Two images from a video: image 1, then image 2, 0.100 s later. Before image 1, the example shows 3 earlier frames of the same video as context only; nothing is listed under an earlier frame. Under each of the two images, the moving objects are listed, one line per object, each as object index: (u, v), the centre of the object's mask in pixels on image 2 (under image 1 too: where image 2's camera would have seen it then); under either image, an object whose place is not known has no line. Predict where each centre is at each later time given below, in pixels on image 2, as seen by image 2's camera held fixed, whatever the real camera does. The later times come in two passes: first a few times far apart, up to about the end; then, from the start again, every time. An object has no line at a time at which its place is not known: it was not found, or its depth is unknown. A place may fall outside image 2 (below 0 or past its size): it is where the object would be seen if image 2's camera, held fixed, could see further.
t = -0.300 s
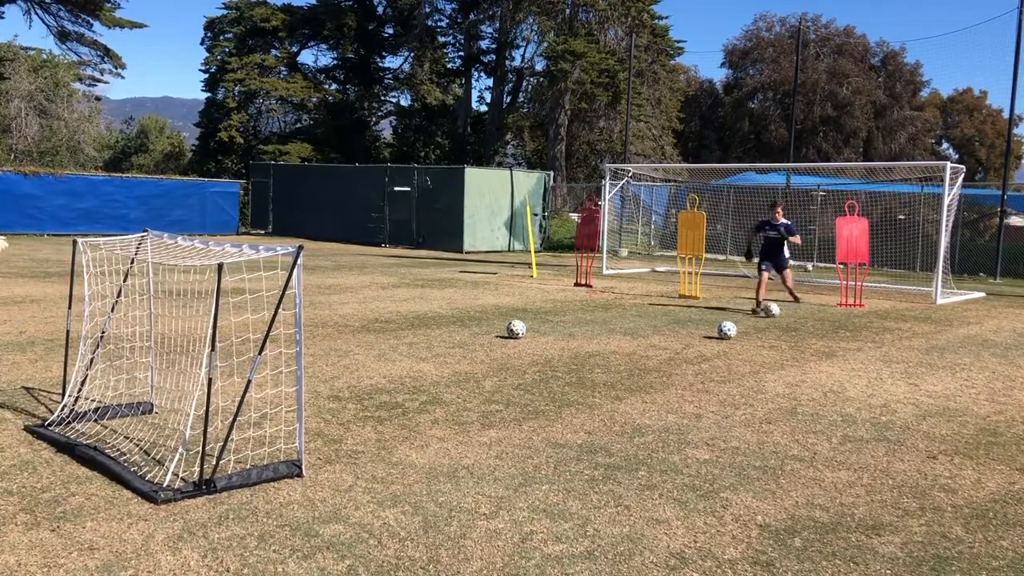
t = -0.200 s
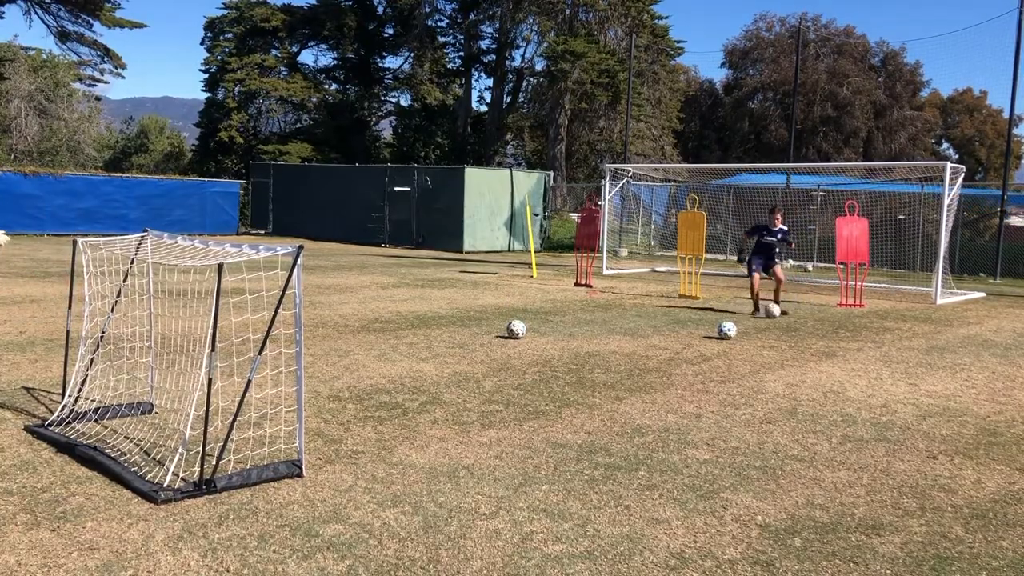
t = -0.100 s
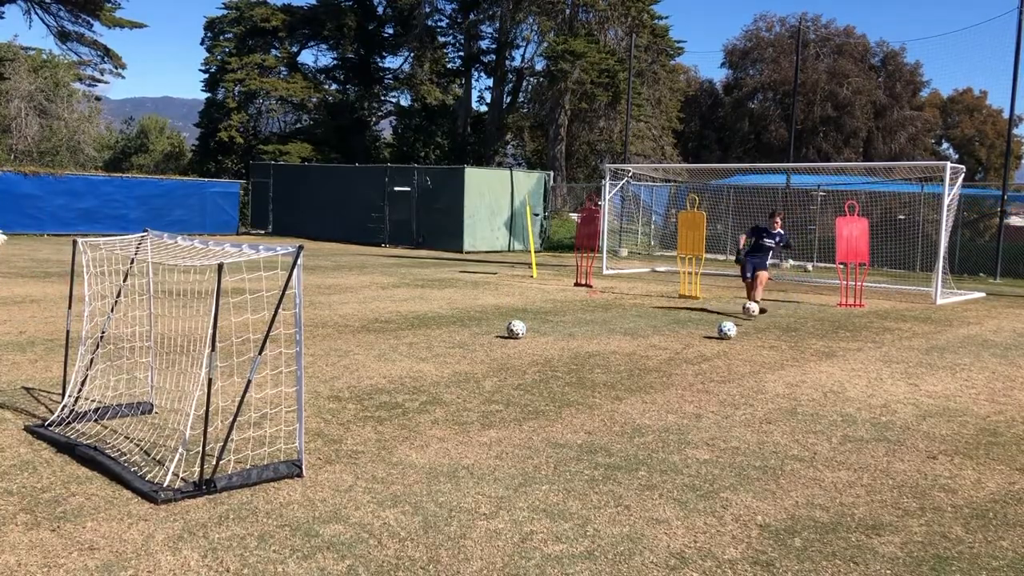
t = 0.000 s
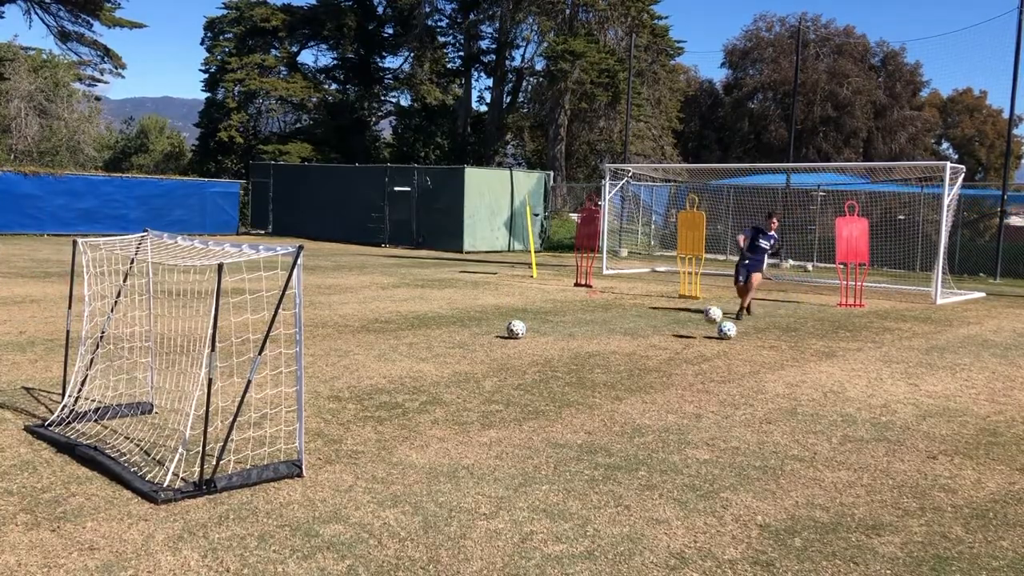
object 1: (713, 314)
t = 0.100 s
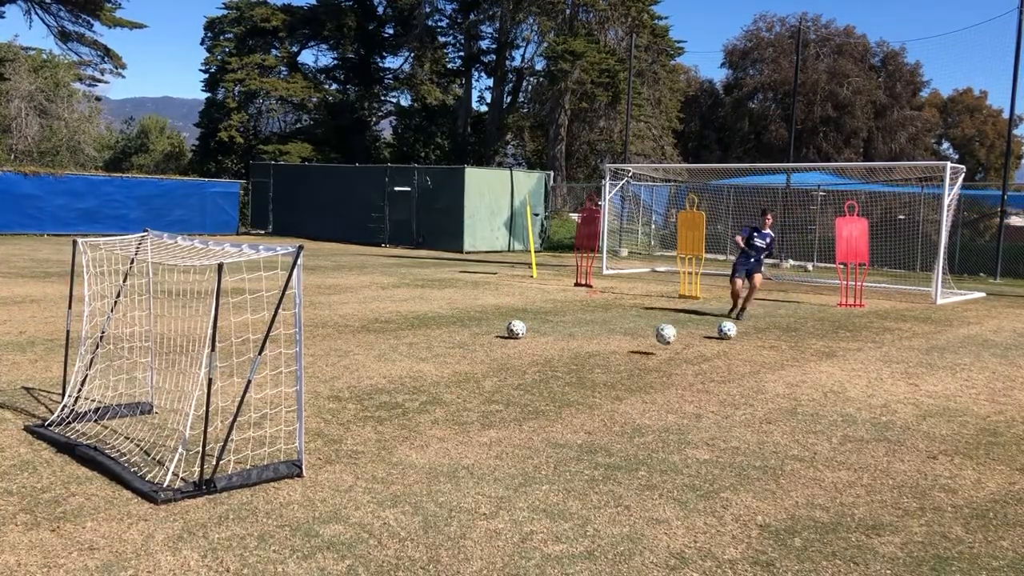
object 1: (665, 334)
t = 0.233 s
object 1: (589, 359)
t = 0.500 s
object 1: (364, 430)
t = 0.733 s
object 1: (195, 373)
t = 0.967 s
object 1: (110, 337)
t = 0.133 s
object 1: (647, 344)
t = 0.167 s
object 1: (627, 356)
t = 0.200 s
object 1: (608, 360)
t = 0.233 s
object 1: (589, 359)
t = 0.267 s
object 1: (569, 359)
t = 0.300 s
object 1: (548, 361)
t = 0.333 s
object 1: (524, 367)
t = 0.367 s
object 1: (497, 373)
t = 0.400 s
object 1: (469, 382)
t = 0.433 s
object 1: (437, 394)
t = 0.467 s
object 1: (403, 410)
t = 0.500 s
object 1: (364, 430)
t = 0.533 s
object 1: (327, 443)
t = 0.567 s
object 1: (294, 441)
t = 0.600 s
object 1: (265, 430)
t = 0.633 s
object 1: (237, 420)
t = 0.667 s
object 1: (223, 402)
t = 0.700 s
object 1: (209, 386)
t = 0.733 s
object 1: (195, 373)
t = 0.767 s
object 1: (182, 362)
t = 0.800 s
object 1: (169, 353)
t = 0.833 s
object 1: (157, 347)
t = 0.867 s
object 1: (144, 342)
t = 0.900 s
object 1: (134, 340)
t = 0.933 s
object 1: (122, 337)
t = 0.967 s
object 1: (110, 337)
